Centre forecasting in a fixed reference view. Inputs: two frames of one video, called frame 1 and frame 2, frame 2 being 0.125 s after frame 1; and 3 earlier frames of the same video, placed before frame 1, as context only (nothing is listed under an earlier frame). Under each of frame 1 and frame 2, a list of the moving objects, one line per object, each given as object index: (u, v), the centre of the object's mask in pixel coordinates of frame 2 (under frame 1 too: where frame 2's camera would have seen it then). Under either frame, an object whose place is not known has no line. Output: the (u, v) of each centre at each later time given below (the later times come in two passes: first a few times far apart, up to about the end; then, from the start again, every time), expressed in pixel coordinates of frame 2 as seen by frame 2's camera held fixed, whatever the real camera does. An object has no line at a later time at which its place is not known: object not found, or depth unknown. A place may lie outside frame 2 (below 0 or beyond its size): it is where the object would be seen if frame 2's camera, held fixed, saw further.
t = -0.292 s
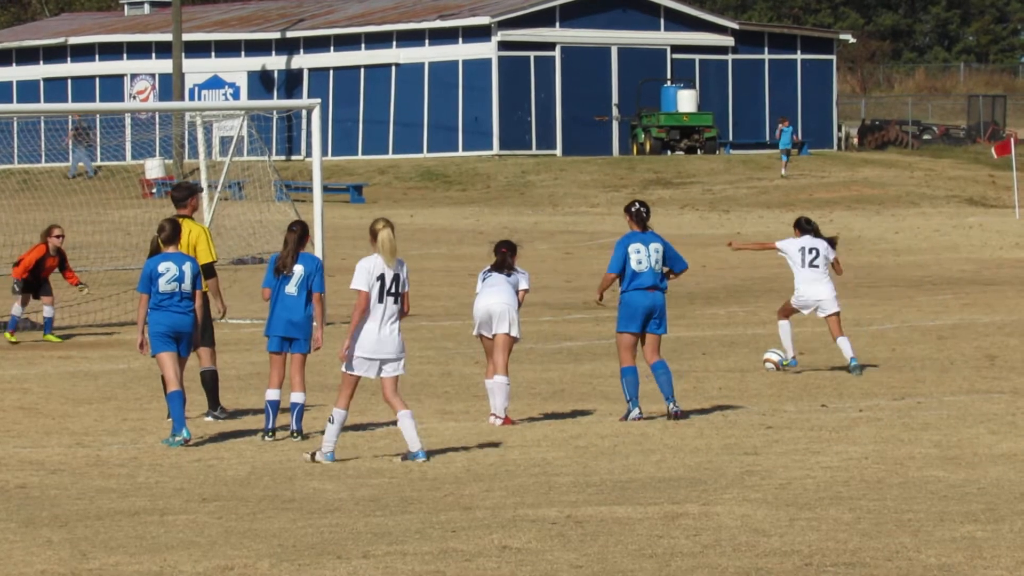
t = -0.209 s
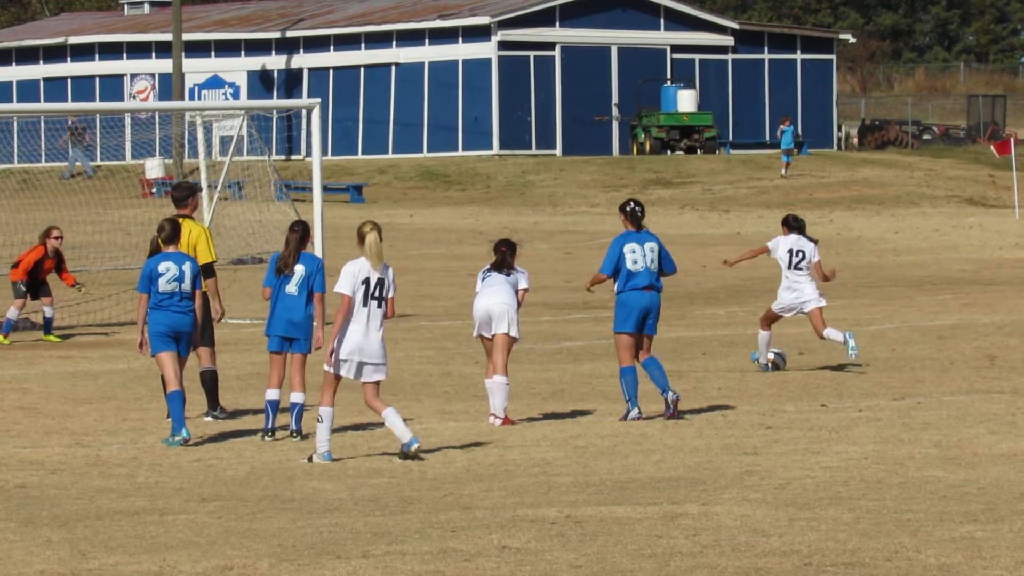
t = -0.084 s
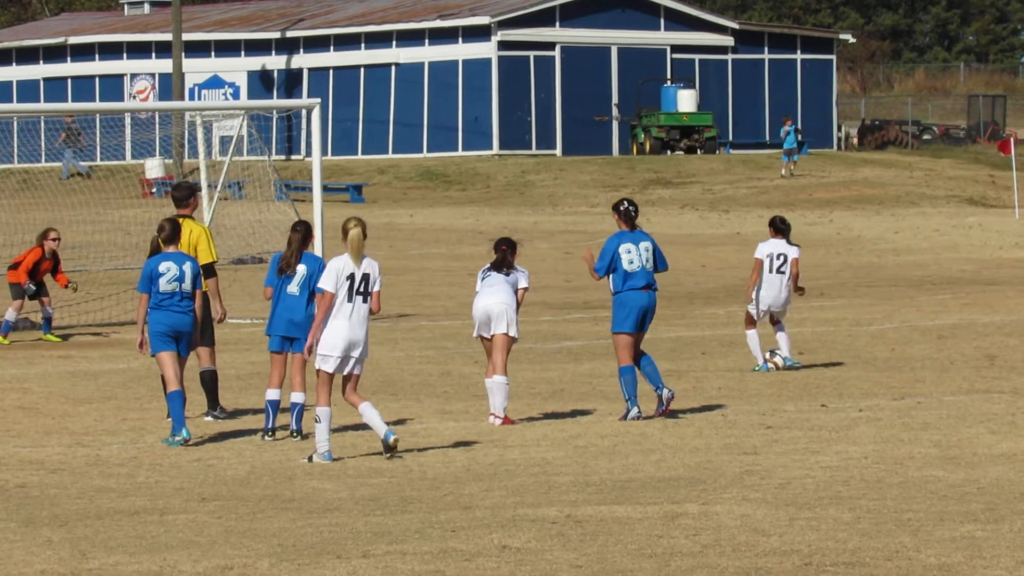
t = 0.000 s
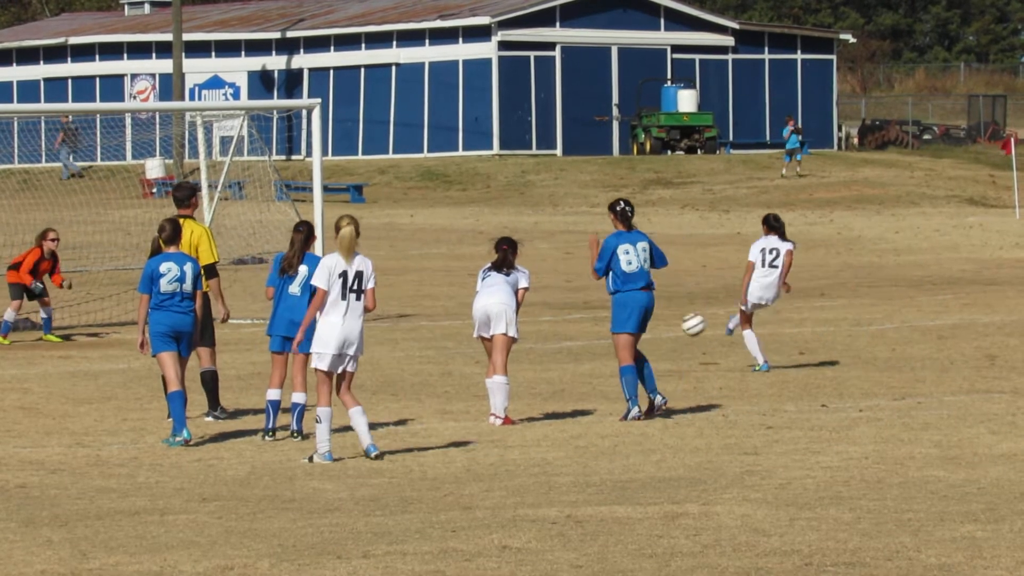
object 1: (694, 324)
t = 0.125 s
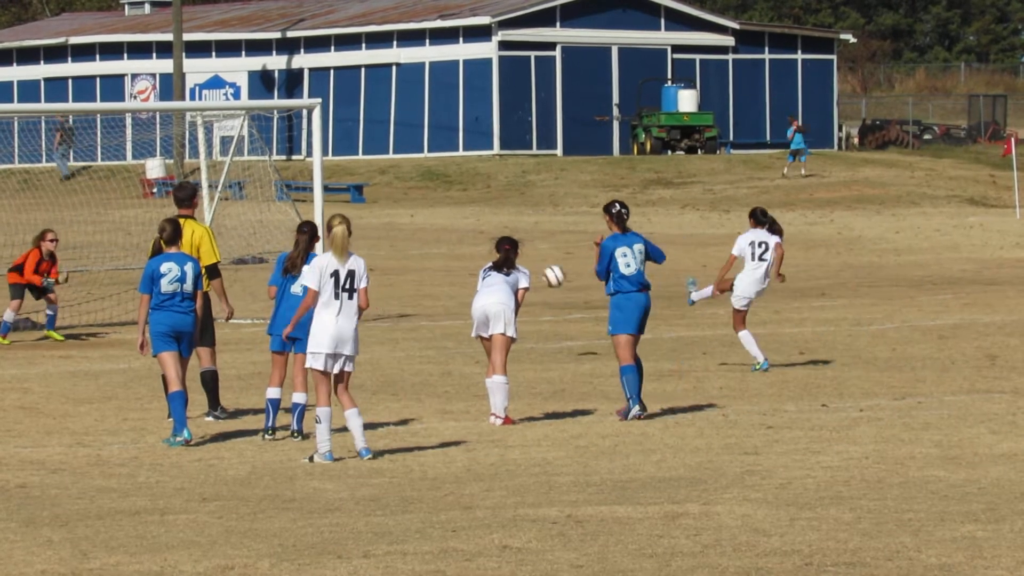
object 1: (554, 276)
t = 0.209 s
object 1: (465, 254)
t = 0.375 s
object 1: (294, 233)
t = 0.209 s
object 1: (465, 254)
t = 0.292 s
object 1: (380, 240)
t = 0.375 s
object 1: (294, 233)
